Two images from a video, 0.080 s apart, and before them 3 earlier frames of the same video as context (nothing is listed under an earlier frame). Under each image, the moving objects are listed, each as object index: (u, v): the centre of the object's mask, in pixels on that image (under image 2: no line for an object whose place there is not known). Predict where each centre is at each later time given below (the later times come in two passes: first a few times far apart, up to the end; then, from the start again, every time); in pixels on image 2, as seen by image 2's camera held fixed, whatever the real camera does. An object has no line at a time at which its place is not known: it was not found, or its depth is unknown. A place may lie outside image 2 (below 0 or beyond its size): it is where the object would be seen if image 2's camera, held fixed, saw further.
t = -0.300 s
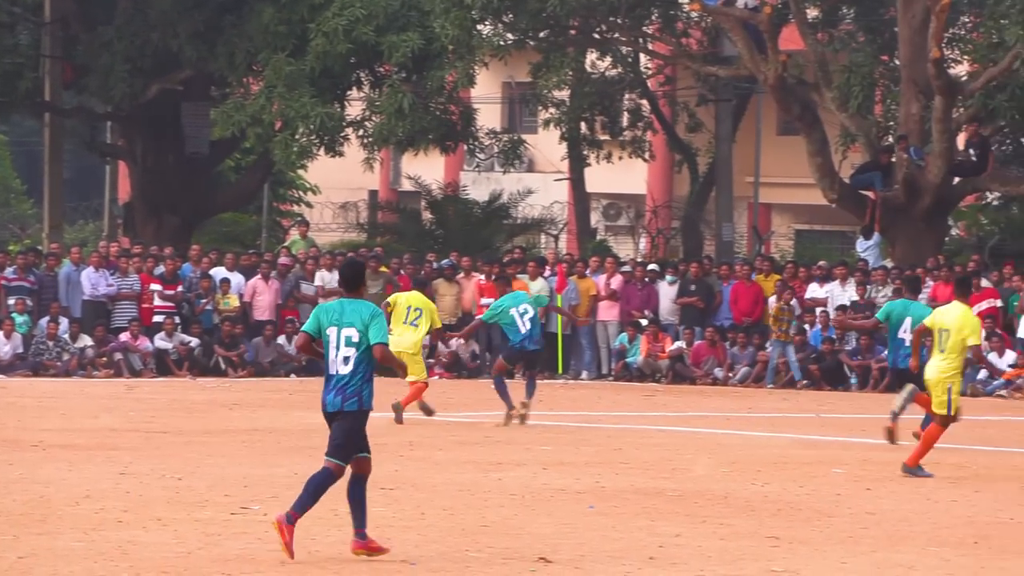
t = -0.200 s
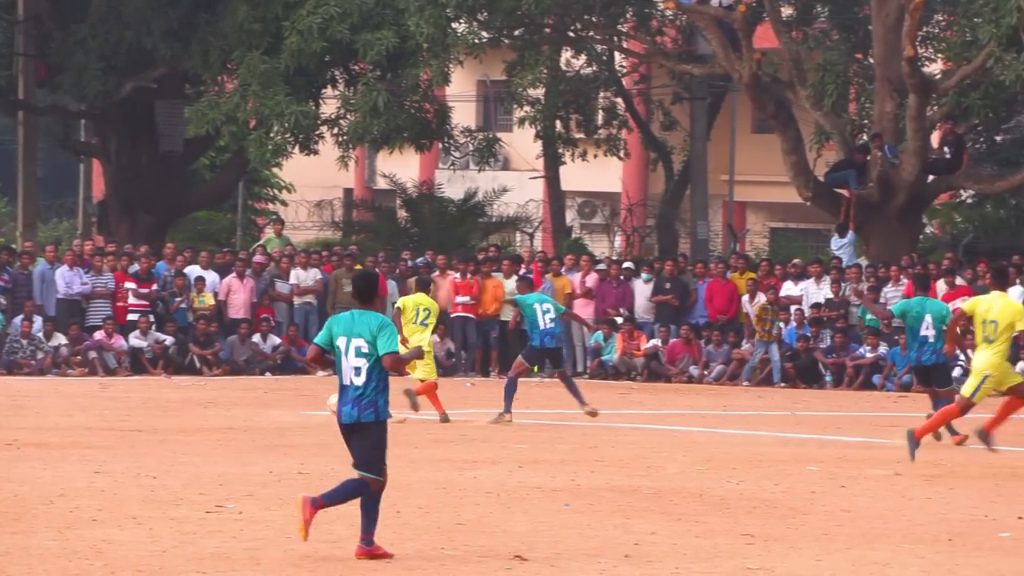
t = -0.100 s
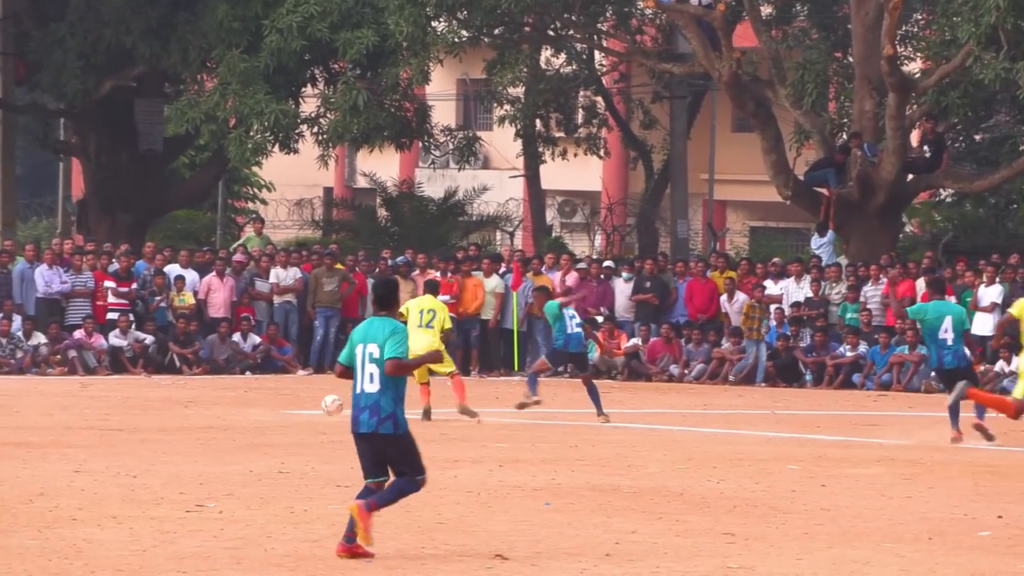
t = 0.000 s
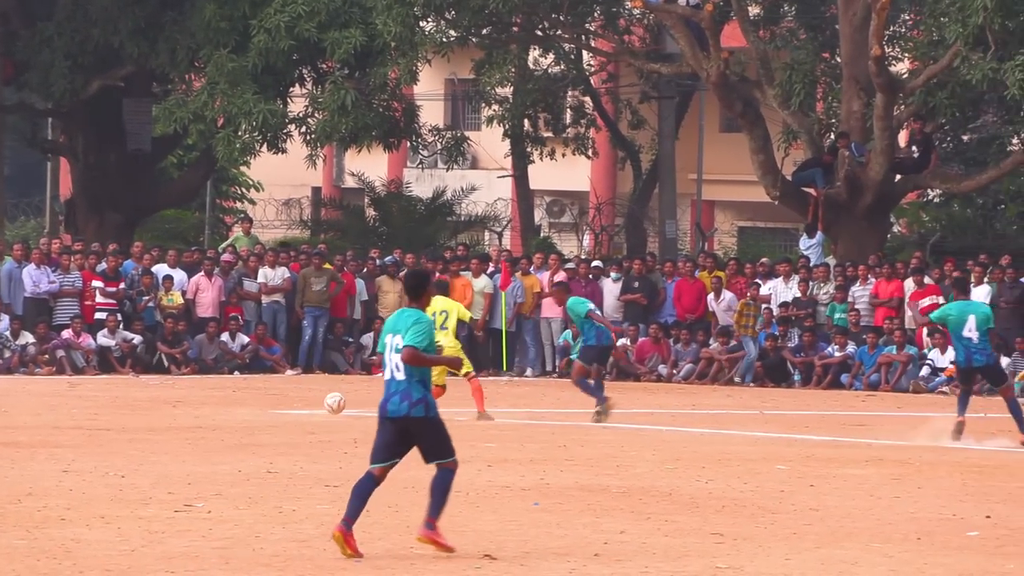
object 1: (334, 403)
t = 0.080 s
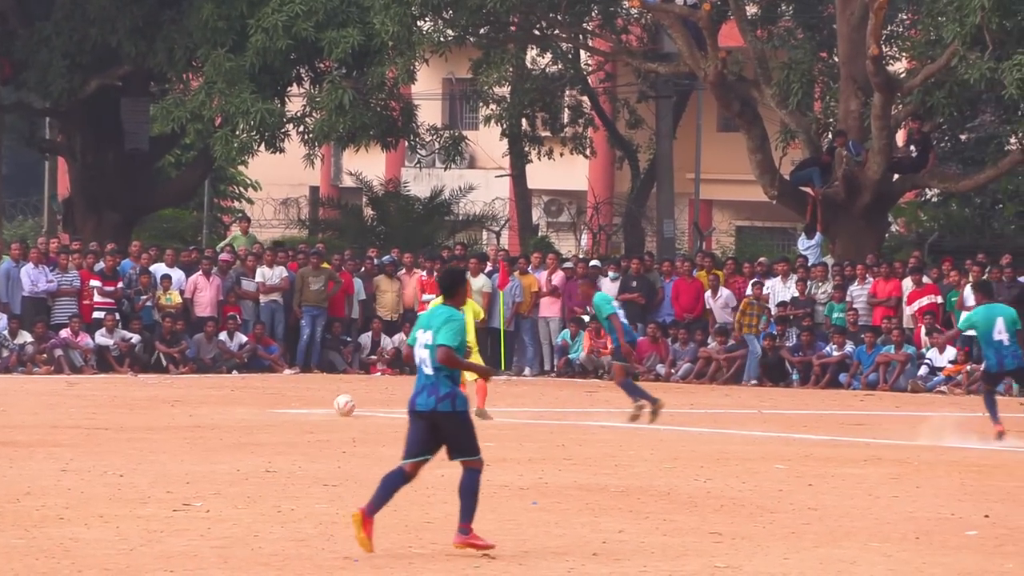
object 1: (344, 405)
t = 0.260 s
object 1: (368, 404)
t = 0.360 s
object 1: (382, 398)
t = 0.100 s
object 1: (347, 403)
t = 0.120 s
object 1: (350, 402)
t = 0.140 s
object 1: (352, 401)
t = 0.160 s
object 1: (354, 401)
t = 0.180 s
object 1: (357, 400)
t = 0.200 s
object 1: (360, 400)
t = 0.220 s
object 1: (363, 401)
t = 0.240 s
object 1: (366, 402)
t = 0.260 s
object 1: (368, 404)
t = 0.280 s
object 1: (371, 405)
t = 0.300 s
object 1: (374, 403)
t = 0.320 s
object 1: (377, 401)
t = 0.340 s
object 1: (379, 400)
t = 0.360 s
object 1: (382, 398)
